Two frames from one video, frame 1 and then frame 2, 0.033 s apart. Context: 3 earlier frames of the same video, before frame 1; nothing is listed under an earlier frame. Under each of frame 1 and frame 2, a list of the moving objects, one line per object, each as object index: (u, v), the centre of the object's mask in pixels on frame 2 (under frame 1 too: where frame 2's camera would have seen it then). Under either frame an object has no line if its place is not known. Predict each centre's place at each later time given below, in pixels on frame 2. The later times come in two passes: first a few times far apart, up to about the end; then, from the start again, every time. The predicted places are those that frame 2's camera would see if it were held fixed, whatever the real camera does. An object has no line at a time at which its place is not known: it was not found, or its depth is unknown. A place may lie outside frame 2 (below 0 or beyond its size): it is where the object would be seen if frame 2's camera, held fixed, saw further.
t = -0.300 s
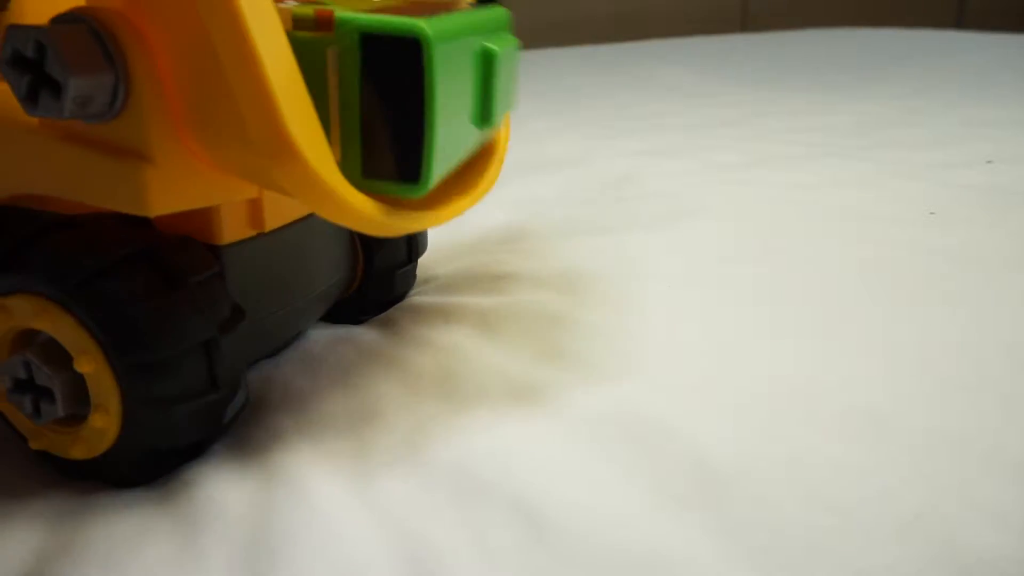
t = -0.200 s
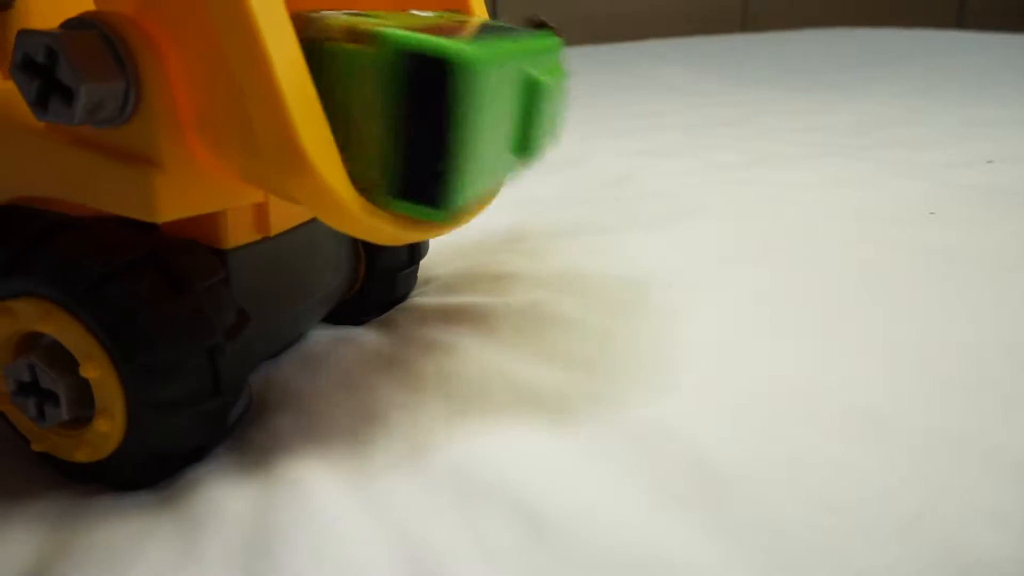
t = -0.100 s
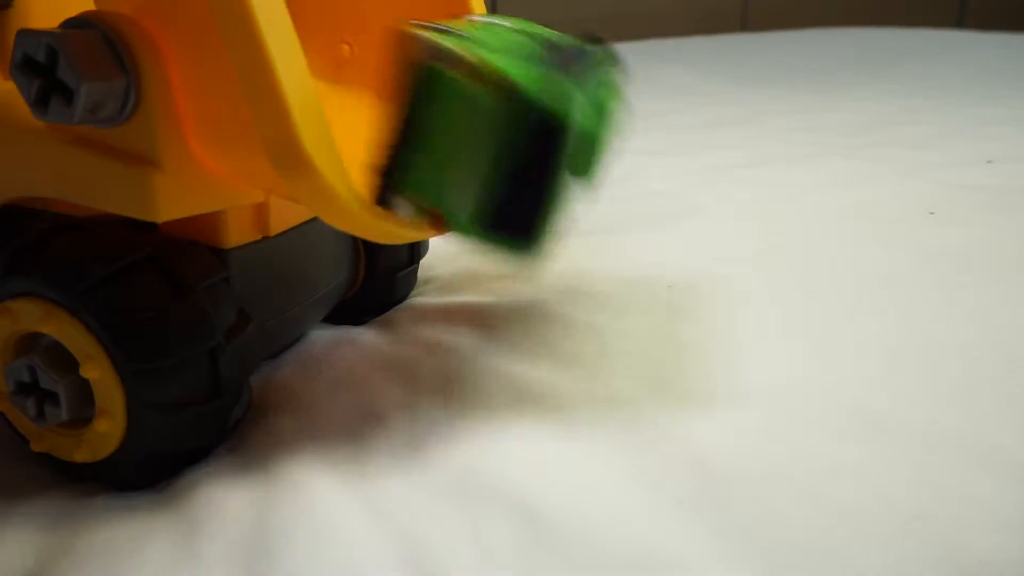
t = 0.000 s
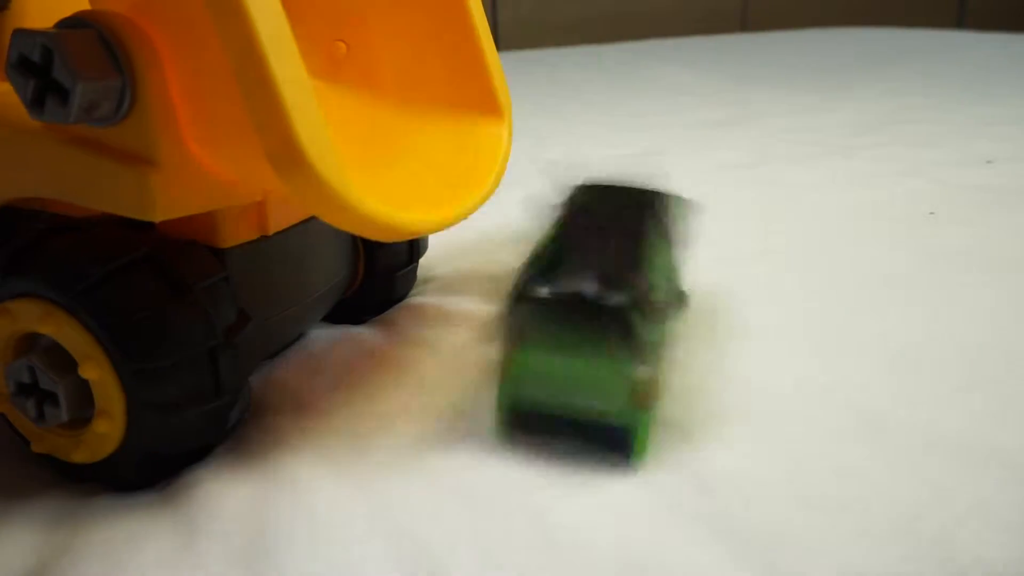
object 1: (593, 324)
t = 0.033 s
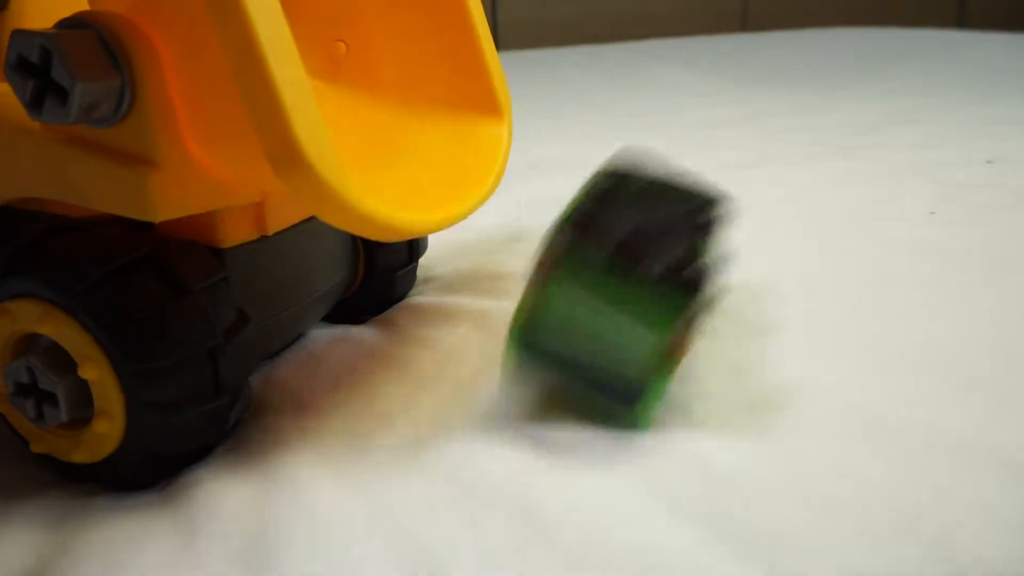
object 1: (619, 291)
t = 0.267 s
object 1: (861, 324)
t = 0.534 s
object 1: (902, 338)
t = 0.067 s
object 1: (646, 275)
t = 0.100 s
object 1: (683, 307)
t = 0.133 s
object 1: (699, 320)
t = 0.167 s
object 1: (748, 326)
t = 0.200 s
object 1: (782, 307)
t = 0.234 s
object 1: (810, 306)
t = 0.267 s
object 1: (861, 324)
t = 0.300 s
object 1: (900, 336)
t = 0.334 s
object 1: (907, 332)
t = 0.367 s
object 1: (903, 338)
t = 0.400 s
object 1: (901, 337)
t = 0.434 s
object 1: (902, 338)
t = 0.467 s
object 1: (902, 338)
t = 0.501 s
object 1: (902, 338)
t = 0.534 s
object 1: (902, 338)
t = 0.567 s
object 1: (902, 338)
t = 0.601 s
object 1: (902, 338)
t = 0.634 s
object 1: (902, 338)
